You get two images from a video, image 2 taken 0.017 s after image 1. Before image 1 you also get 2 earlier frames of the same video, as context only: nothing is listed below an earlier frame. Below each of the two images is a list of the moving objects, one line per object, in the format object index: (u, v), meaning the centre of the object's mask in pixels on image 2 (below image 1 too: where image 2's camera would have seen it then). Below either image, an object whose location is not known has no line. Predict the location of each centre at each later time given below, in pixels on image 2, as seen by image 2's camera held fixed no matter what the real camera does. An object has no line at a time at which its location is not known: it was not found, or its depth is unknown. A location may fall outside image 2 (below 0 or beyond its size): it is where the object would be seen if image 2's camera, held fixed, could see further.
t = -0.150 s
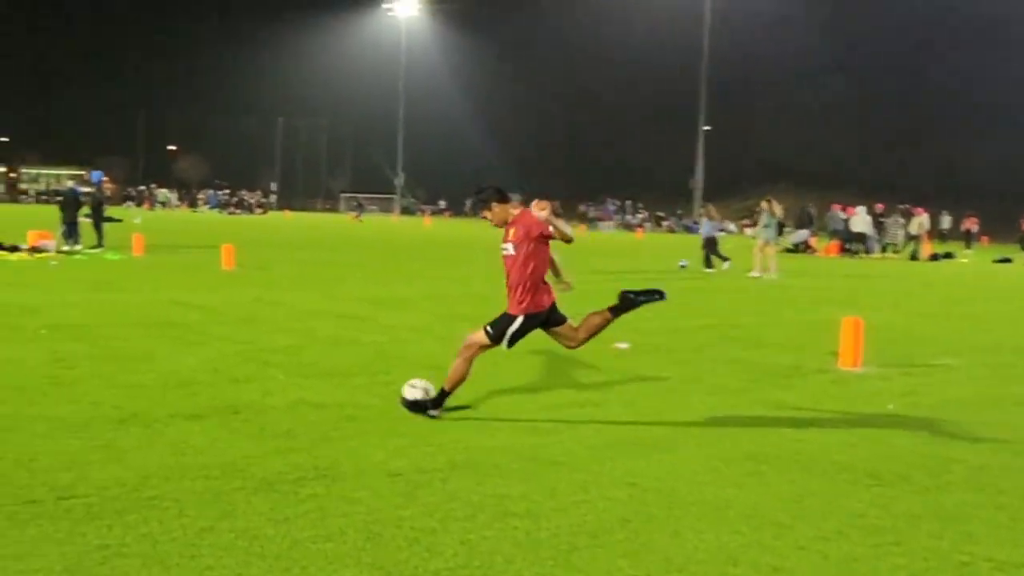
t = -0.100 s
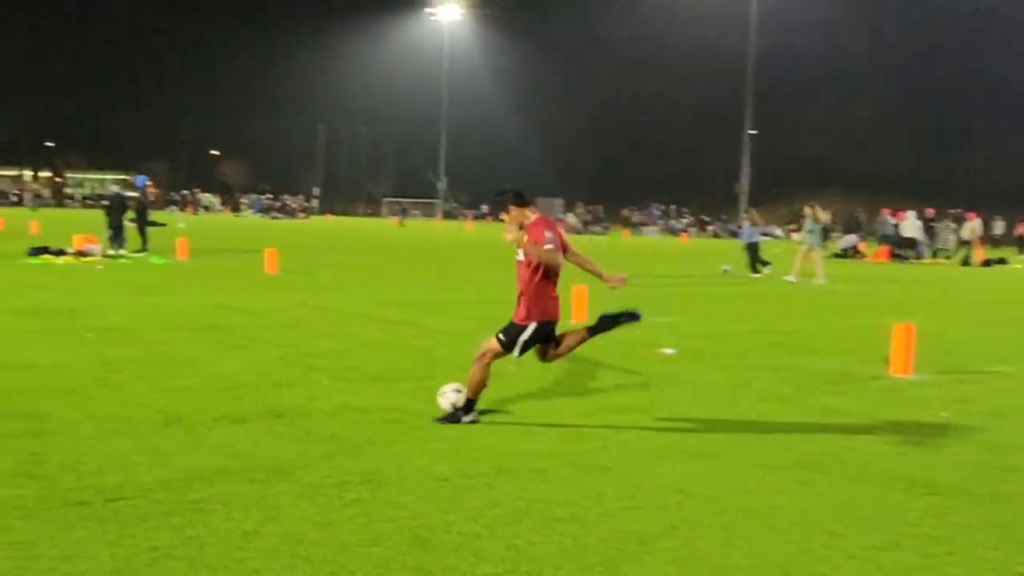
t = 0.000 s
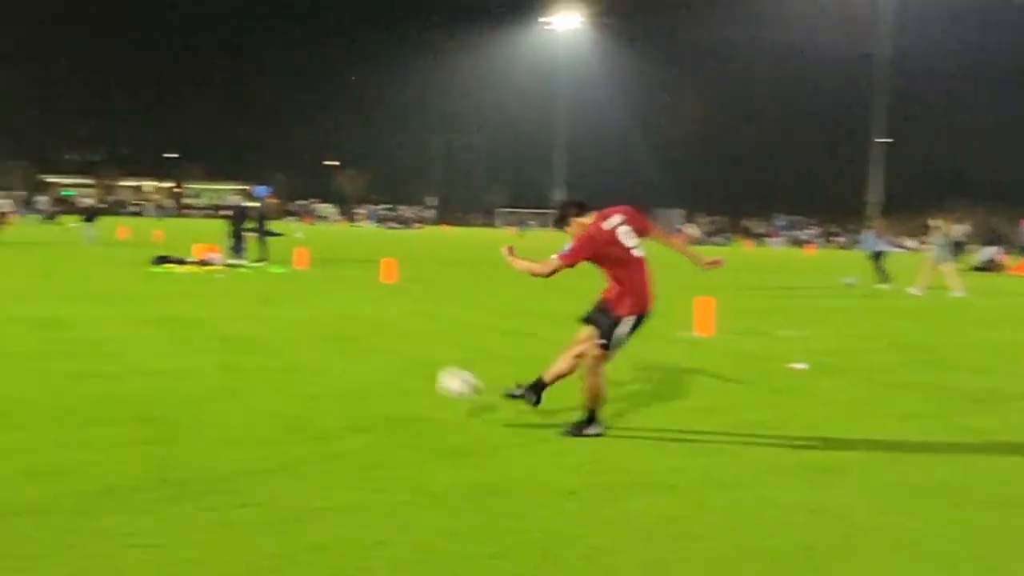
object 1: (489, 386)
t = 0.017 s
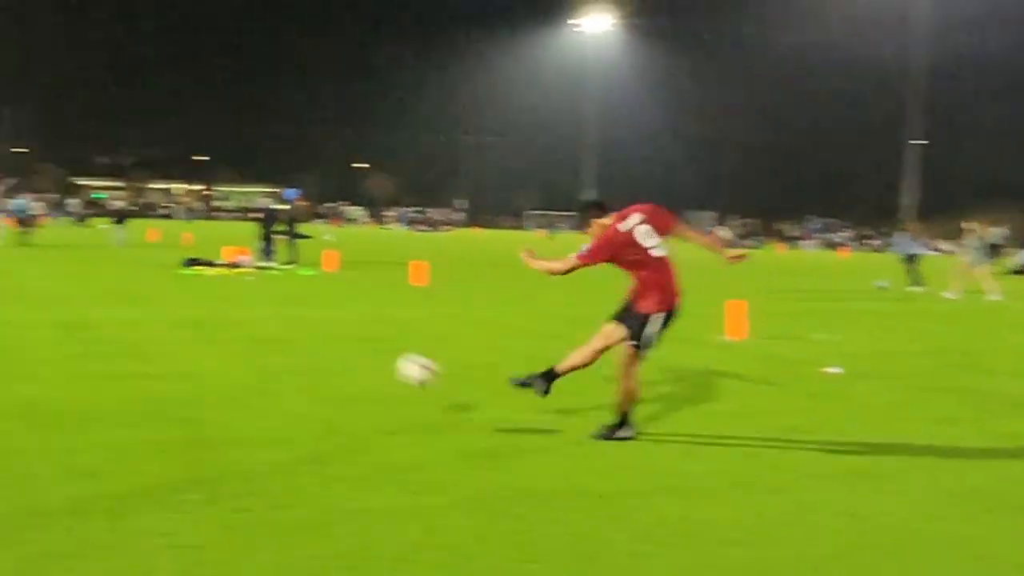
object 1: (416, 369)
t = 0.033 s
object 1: (342, 353)
